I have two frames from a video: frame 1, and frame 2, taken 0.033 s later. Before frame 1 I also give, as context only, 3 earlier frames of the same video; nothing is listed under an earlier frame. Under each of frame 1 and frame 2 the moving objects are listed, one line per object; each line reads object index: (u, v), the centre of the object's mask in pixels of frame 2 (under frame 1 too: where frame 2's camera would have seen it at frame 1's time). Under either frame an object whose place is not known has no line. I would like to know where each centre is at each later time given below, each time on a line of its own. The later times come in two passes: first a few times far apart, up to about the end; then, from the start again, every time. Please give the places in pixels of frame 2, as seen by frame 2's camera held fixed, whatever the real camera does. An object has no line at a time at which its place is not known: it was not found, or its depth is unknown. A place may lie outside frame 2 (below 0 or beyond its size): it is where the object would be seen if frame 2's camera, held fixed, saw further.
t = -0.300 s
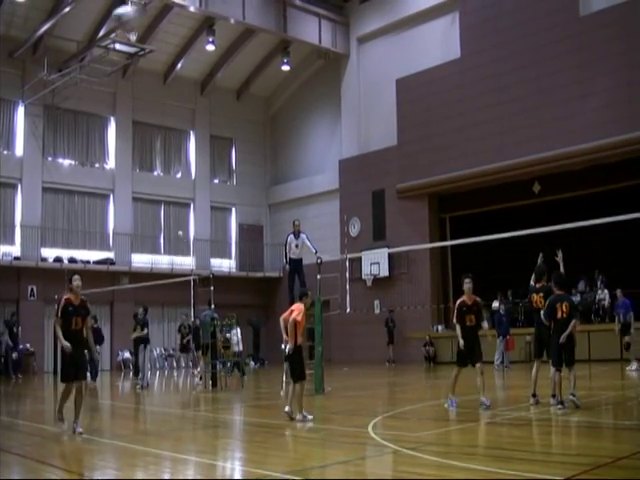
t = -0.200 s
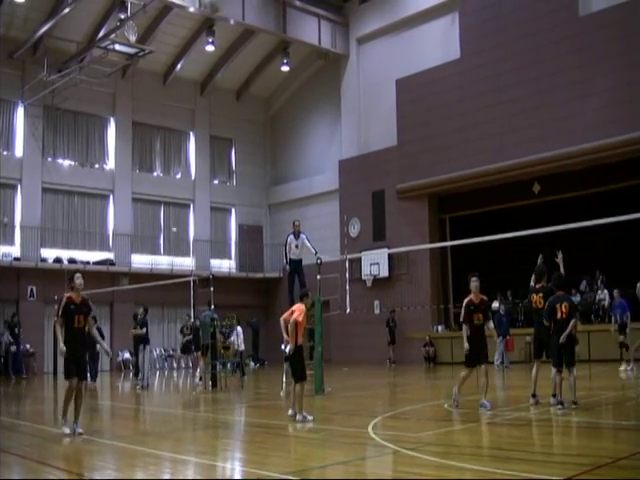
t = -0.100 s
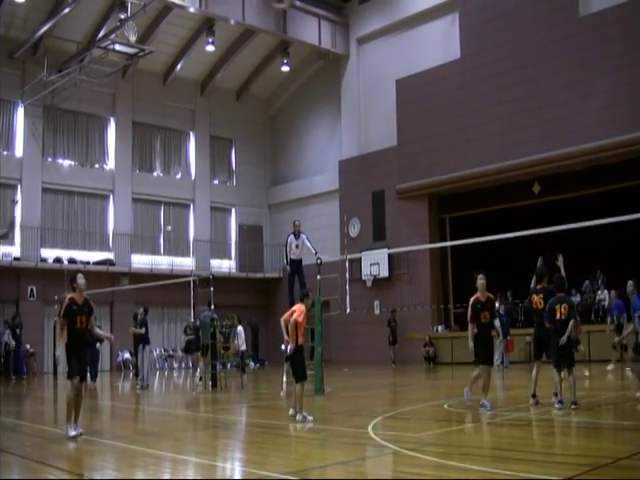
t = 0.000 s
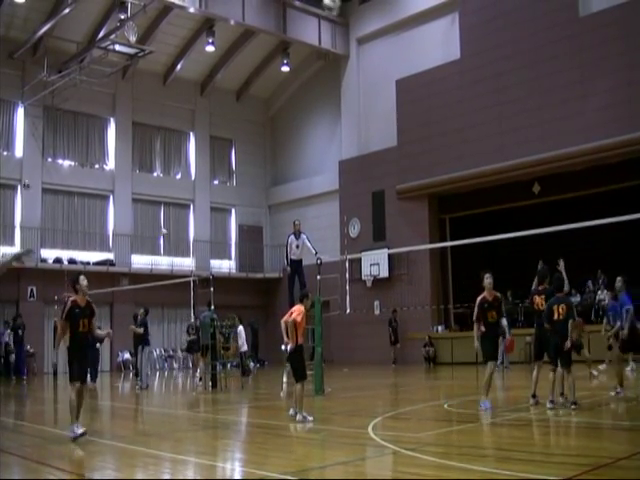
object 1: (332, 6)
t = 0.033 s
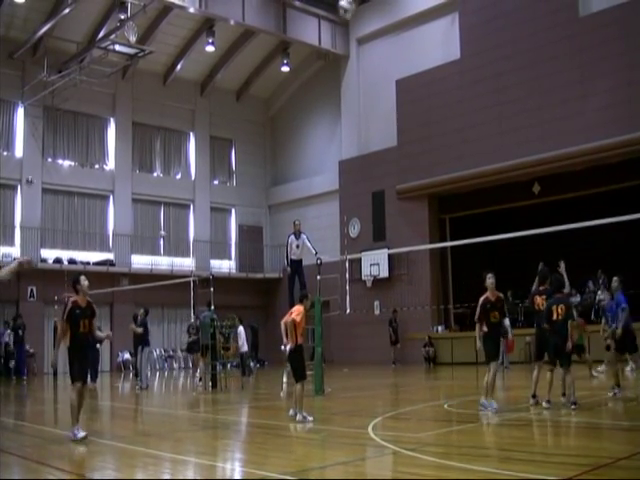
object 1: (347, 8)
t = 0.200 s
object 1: (404, 36)
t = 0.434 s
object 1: (461, 95)
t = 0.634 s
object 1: (494, 156)
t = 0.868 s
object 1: (524, 241)
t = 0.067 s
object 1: (358, 11)
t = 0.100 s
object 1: (371, 18)
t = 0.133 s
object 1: (383, 22)
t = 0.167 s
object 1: (394, 28)
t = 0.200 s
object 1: (404, 36)
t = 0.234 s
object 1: (414, 44)
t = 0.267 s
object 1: (423, 51)
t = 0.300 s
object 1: (432, 60)
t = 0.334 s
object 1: (440, 68)
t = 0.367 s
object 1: (447, 76)
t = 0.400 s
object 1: (454, 86)
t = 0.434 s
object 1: (461, 95)
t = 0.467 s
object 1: (467, 104)
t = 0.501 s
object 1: (473, 115)
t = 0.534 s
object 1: (478, 124)
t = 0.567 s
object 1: (483, 136)
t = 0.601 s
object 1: (489, 147)
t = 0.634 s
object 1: (494, 156)
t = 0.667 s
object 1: (498, 169)
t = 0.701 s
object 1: (503, 181)
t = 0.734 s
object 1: (507, 193)
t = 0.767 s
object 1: (512, 205)
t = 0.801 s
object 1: (516, 216)
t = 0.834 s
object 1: (519, 227)
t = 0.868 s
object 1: (524, 241)
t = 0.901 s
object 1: (527, 253)
